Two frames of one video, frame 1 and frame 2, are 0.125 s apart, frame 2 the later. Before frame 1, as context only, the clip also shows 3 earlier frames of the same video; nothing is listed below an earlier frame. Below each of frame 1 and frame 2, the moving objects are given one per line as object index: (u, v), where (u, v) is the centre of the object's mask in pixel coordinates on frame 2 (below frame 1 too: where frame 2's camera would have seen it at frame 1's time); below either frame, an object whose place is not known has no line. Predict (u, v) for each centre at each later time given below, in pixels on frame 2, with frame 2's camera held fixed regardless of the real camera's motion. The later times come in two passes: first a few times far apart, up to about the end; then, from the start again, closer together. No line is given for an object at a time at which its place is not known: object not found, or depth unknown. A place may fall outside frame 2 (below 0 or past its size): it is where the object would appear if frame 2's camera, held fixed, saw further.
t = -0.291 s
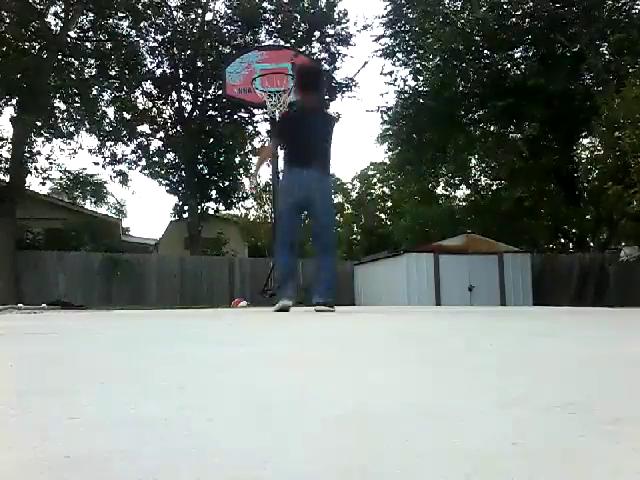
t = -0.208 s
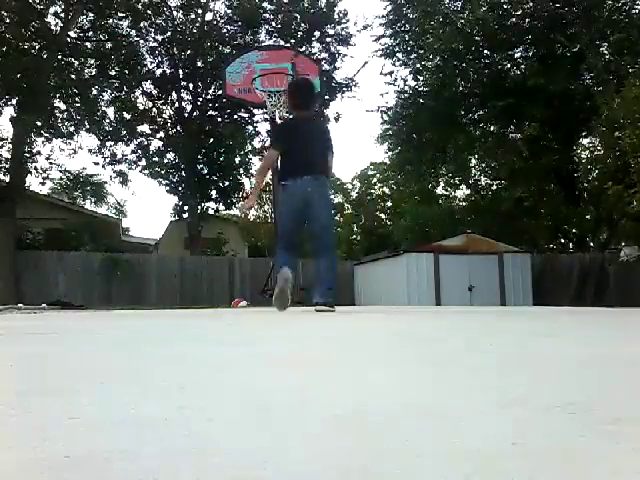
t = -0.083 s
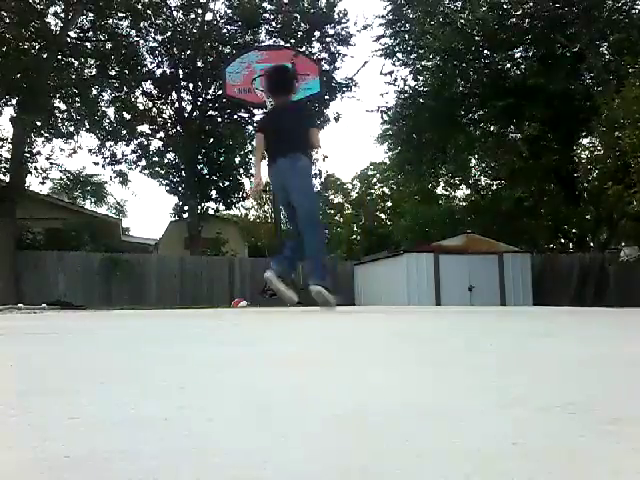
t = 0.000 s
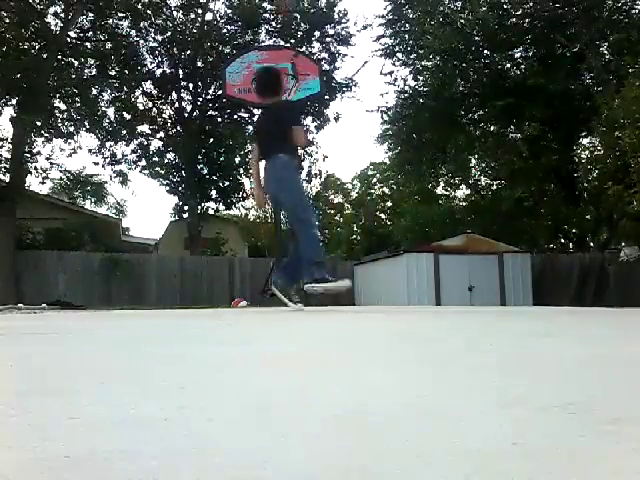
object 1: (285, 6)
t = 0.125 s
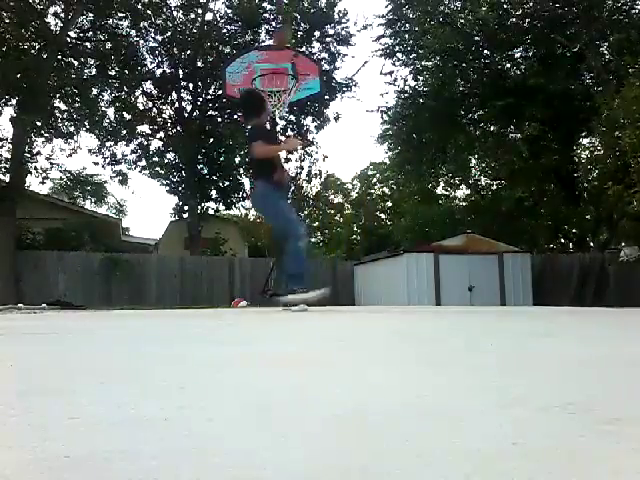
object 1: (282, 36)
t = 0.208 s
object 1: (281, 66)
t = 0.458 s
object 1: (271, 98)
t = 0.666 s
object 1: (259, 103)
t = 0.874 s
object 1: (273, 137)
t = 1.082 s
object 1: (284, 206)
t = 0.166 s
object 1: (281, 53)
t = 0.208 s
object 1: (281, 66)
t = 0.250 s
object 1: (282, 68)
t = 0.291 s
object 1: (283, 70)
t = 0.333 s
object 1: (282, 82)
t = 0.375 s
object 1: (279, 89)
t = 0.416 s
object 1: (271, 92)
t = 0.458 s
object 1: (271, 98)
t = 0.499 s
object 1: (262, 100)
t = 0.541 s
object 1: (259, 98)
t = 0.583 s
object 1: (256, 100)
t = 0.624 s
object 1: (259, 101)
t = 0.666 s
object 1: (259, 103)
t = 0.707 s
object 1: (263, 109)
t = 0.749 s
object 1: (264, 113)
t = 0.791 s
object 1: (268, 120)
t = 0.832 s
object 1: (270, 128)
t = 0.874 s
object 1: (273, 137)
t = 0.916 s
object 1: (277, 147)
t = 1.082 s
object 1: (284, 206)
